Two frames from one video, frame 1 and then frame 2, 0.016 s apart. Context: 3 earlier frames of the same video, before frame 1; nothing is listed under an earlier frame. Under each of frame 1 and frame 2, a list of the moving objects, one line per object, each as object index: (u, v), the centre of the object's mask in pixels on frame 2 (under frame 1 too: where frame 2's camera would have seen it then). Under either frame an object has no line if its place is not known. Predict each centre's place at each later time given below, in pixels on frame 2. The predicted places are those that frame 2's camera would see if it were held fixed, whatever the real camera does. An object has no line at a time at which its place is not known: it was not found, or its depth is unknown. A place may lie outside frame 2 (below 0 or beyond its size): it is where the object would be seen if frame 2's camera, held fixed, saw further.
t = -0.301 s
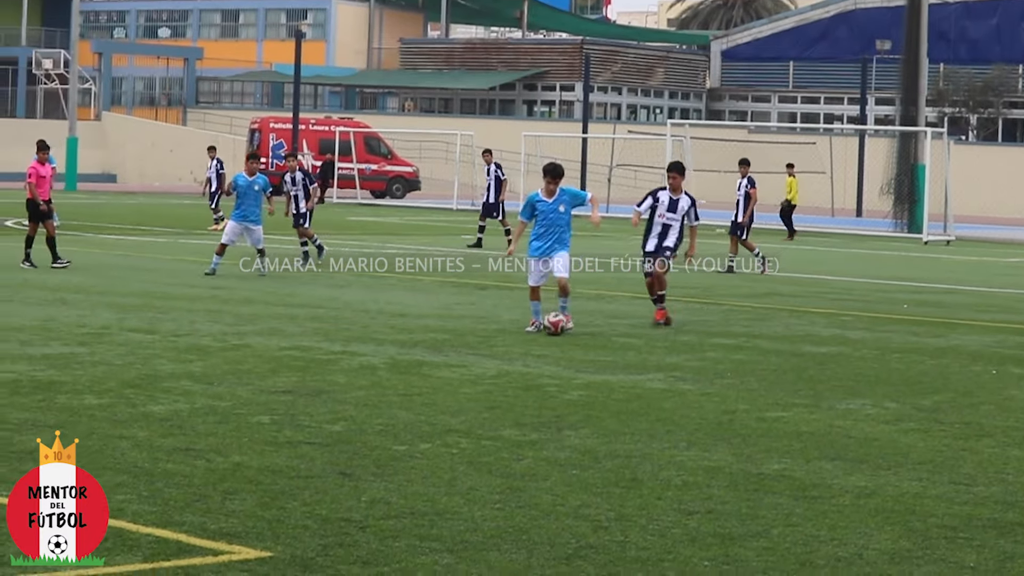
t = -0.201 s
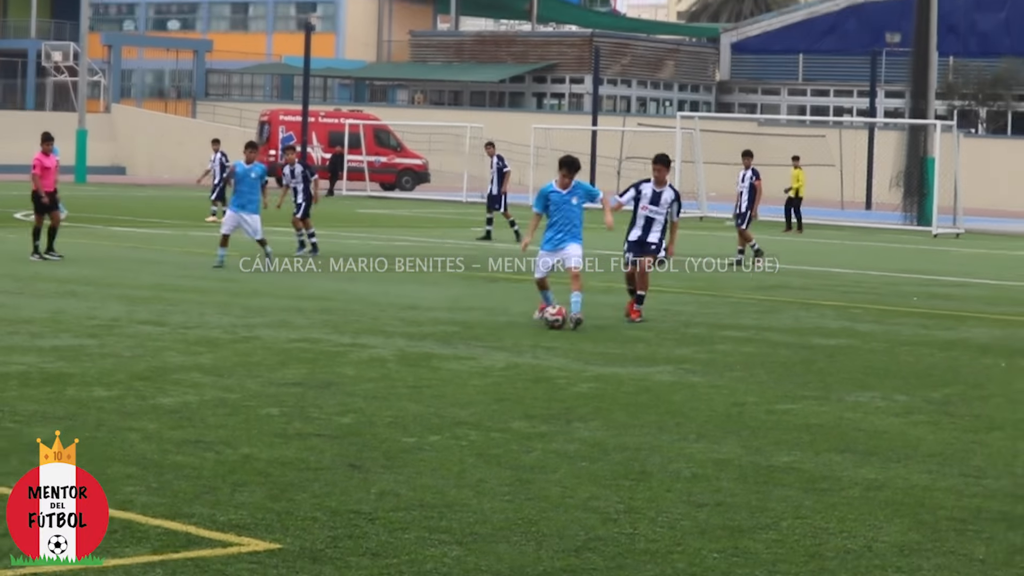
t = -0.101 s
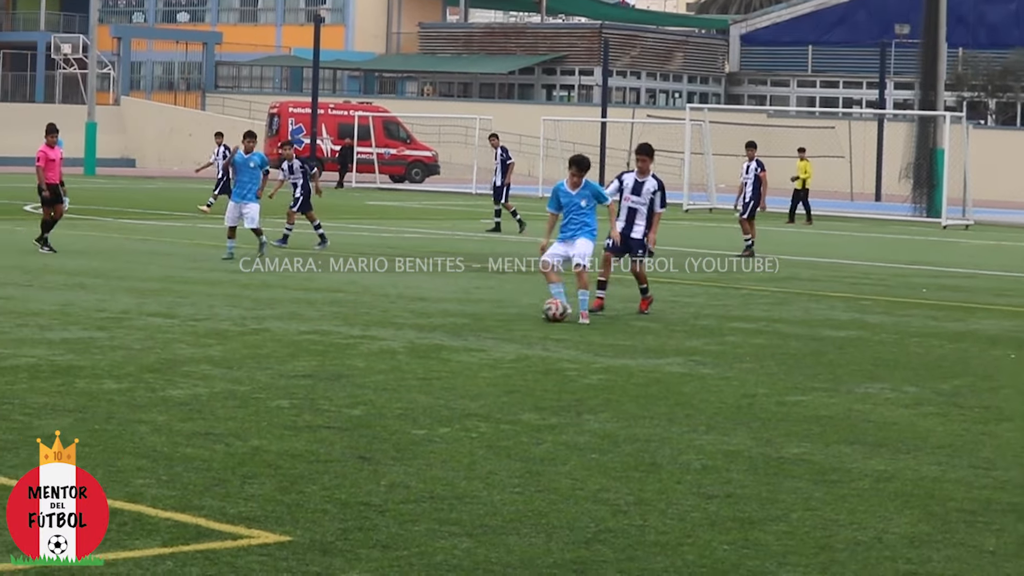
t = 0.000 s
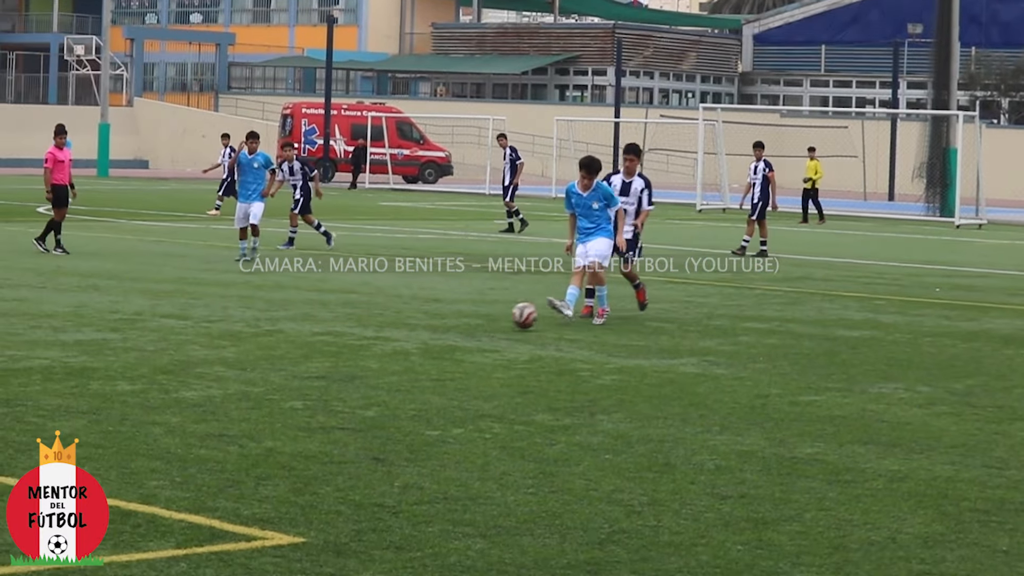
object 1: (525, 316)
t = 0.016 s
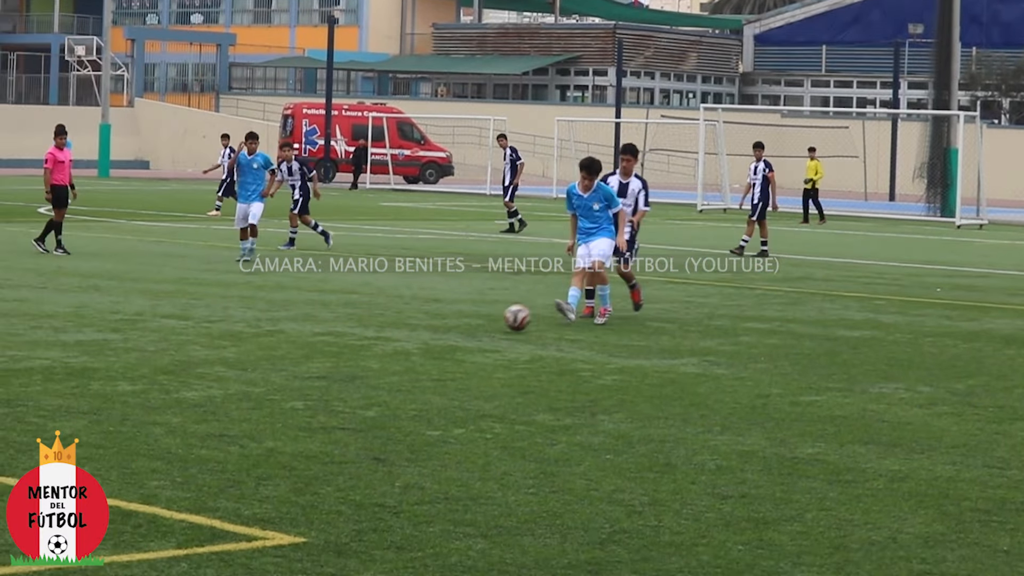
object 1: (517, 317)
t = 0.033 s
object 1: (509, 319)
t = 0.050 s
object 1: (501, 322)
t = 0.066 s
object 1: (494, 323)
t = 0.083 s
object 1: (488, 324)
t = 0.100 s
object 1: (480, 324)
